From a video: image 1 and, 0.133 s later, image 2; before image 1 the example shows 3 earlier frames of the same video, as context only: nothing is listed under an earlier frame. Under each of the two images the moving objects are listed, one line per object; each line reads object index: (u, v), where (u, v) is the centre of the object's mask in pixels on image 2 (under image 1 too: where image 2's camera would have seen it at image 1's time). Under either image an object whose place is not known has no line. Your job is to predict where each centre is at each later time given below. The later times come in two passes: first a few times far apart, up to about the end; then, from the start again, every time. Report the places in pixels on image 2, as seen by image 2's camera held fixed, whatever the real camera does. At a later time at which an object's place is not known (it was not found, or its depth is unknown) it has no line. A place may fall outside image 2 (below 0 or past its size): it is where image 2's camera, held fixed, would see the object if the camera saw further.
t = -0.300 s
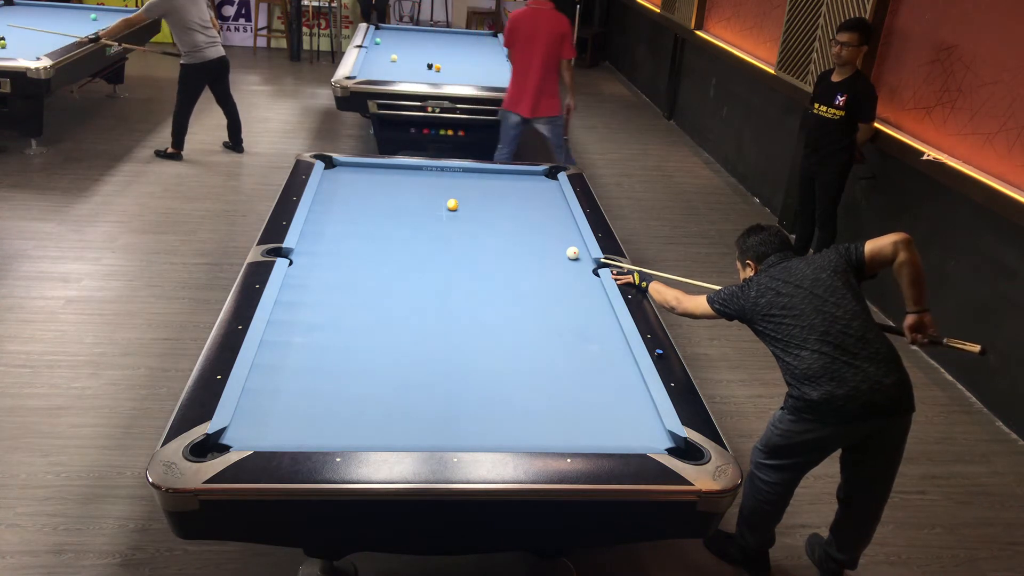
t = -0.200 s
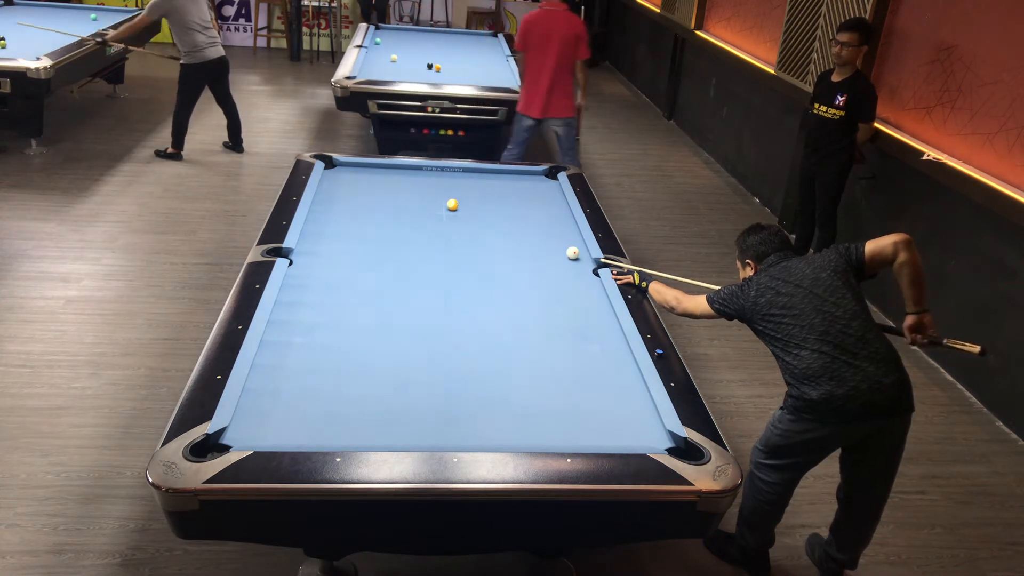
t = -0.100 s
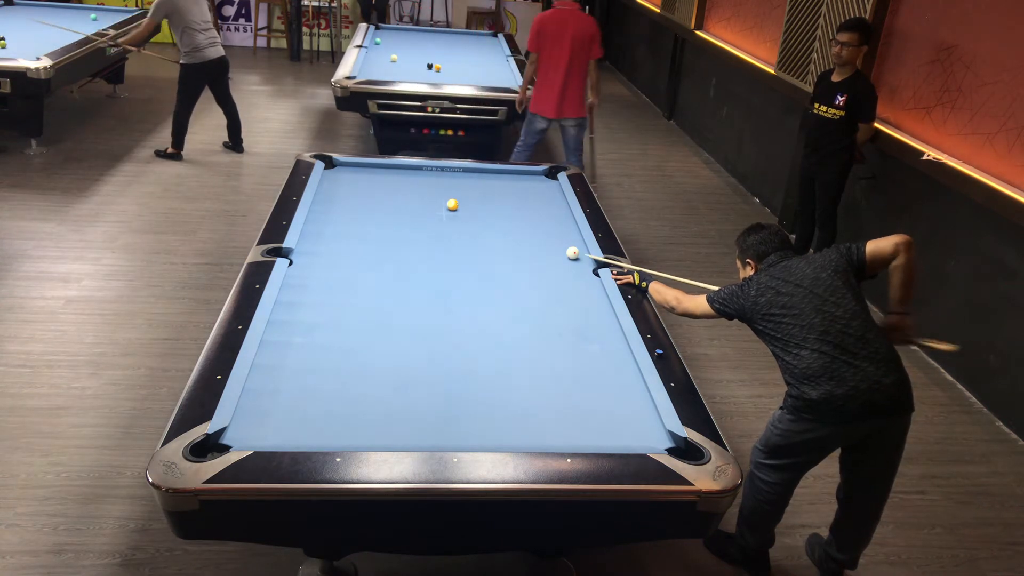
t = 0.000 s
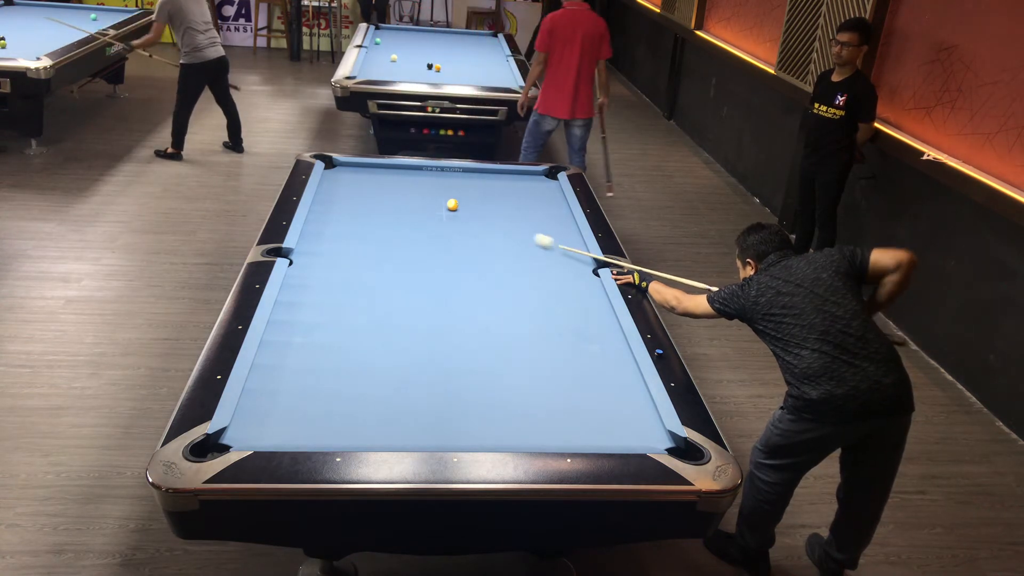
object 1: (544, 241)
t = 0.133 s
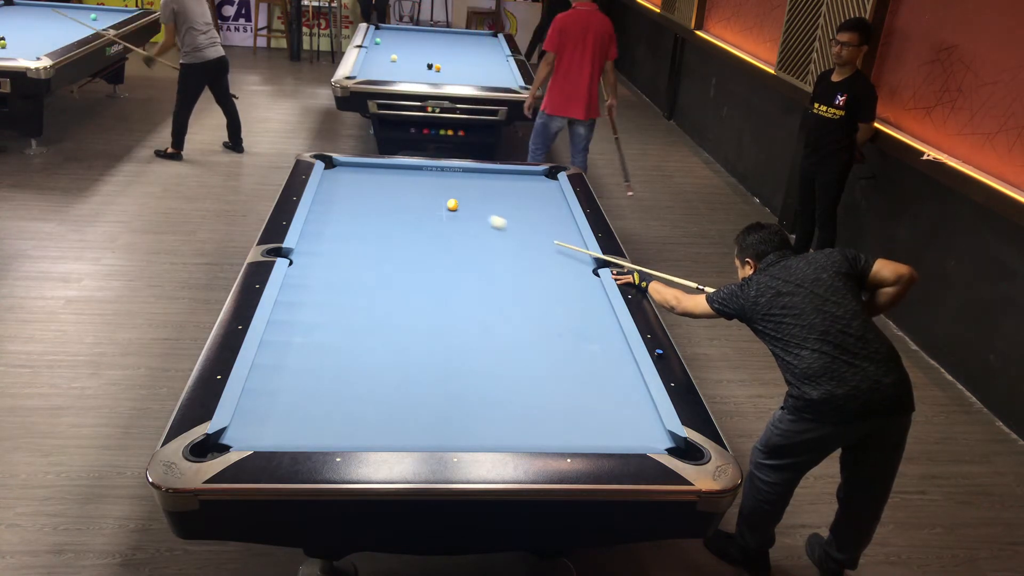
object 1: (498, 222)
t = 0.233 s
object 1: (468, 210)
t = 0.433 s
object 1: (460, 203)
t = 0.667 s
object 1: (449, 194)
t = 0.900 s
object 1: (439, 186)
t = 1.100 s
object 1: (431, 179)
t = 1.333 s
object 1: (422, 172)
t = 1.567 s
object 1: (414, 169)
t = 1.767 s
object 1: (411, 171)
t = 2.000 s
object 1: (407, 174)
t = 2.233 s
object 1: (403, 176)
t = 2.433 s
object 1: (399, 178)
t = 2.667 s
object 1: (396, 181)
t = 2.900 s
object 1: (392, 183)
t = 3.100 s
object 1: (390, 184)
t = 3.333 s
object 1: (387, 186)
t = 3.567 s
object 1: (385, 187)
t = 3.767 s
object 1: (383, 188)
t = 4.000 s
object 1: (381, 188)
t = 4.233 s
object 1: (380, 189)
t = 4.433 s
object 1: (379, 189)
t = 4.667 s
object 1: (379, 189)
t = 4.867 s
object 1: (379, 189)
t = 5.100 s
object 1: (379, 189)
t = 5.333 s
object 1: (379, 189)
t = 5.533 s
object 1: (379, 189)
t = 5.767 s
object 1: (379, 189)
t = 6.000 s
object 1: (379, 189)
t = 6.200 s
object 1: (379, 189)
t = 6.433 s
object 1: (379, 189)
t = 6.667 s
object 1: (379, 189)
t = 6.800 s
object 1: (379, 189)
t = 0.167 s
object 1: (487, 218)
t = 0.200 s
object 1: (477, 214)
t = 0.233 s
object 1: (468, 210)
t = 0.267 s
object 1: (462, 207)
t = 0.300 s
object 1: (463, 207)
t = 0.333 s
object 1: (463, 206)
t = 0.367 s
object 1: (463, 205)
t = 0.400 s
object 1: (462, 204)
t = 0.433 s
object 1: (460, 203)
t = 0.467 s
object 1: (459, 202)
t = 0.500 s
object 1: (457, 200)
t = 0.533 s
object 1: (456, 199)
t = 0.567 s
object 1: (454, 198)
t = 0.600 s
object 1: (452, 197)
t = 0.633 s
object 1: (451, 196)
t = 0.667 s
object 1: (449, 194)
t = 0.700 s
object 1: (448, 193)
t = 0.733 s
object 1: (446, 192)
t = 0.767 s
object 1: (445, 190)
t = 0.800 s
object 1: (443, 189)
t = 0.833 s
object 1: (442, 188)
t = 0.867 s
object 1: (441, 187)
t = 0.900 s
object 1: (439, 186)
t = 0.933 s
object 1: (437, 185)
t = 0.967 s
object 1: (436, 184)
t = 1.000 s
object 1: (435, 183)
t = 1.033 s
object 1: (433, 181)
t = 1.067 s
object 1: (432, 180)
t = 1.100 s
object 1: (431, 179)
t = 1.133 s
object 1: (429, 178)
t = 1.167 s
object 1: (428, 177)
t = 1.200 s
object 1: (427, 176)
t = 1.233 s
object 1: (425, 175)
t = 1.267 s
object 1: (424, 174)
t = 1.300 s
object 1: (423, 173)
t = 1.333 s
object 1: (422, 172)
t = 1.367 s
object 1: (420, 171)
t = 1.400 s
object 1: (419, 170)
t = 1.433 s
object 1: (418, 169)
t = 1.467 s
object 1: (416, 168)
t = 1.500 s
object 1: (416, 168)
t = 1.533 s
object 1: (415, 168)
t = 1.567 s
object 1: (414, 169)
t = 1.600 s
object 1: (414, 169)
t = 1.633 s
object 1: (413, 170)
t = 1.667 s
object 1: (412, 170)
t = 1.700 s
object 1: (412, 170)
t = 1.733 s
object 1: (411, 171)
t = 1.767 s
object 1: (411, 171)
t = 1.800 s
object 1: (410, 172)
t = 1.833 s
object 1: (410, 172)
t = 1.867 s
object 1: (409, 172)
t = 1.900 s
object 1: (408, 173)
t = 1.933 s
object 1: (408, 173)
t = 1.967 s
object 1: (407, 174)
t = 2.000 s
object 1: (407, 174)
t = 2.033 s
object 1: (406, 174)
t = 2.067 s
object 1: (406, 174)
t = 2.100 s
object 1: (405, 175)
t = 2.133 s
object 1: (404, 175)
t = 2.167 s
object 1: (404, 176)
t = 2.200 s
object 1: (403, 176)
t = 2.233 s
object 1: (403, 176)
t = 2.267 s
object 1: (402, 177)
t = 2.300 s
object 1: (401, 177)
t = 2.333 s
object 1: (401, 177)
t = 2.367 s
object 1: (400, 178)
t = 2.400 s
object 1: (400, 178)
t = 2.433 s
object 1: (399, 178)
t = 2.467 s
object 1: (399, 179)
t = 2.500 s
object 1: (398, 179)
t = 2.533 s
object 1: (398, 179)
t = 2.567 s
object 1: (397, 180)
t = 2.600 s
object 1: (397, 180)
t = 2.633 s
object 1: (396, 180)
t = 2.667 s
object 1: (396, 181)
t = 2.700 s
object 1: (395, 181)
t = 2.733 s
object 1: (395, 181)
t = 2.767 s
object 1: (394, 181)
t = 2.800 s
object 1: (394, 182)
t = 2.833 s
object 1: (393, 182)
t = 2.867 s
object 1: (393, 182)
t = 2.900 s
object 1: (392, 183)
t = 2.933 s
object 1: (392, 183)
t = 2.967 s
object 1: (392, 183)
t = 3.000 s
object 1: (391, 183)
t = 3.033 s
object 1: (391, 183)
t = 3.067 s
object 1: (390, 184)
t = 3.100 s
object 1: (390, 184)
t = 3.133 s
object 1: (389, 184)
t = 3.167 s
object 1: (389, 184)
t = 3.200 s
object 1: (389, 185)
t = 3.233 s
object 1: (388, 185)
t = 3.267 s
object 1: (388, 185)
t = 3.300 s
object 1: (388, 185)
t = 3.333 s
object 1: (387, 186)
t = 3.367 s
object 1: (387, 186)
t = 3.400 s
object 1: (386, 186)
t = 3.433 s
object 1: (386, 186)
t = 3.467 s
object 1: (386, 186)
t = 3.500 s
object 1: (385, 186)
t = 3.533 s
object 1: (385, 187)
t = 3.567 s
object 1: (385, 187)
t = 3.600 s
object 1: (384, 187)
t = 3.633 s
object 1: (384, 187)
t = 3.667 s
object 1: (384, 187)
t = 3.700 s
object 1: (383, 187)
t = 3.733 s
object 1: (383, 187)
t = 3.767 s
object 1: (383, 188)
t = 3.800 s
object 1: (382, 188)
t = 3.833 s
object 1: (382, 188)
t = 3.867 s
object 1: (382, 188)
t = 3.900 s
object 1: (382, 188)
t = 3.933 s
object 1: (381, 188)
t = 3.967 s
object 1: (381, 188)
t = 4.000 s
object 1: (381, 188)
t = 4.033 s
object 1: (381, 188)
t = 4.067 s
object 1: (381, 188)
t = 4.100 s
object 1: (380, 188)
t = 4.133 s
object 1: (380, 188)
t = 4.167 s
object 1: (380, 188)
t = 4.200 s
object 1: (380, 189)
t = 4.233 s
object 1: (380, 189)
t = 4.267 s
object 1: (380, 189)
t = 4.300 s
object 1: (379, 189)
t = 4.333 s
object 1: (379, 189)
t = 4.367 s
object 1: (379, 189)
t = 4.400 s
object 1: (379, 189)
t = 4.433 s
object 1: (379, 189)
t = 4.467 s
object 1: (379, 189)
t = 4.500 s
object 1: (379, 189)
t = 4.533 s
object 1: (379, 189)
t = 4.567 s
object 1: (379, 189)
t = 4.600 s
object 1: (379, 189)
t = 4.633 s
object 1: (379, 189)
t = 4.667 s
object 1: (379, 189)
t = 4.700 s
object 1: (379, 189)
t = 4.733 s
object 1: (379, 189)
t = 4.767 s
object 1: (379, 189)
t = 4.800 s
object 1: (379, 189)
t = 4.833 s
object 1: (379, 189)
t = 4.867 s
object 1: (379, 189)
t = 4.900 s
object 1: (379, 189)
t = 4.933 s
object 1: (379, 189)
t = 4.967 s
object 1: (379, 189)
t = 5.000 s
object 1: (379, 189)
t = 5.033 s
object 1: (379, 189)
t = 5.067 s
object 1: (379, 189)
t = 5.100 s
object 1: (379, 189)
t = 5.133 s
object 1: (379, 189)
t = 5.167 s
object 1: (379, 189)
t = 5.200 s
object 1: (379, 189)
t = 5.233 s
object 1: (379, 189)
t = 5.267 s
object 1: (379, 189)
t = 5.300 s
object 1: (379, 189)
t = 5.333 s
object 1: (379, 189)
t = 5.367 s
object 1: (379, 189)
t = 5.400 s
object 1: (379, 189)
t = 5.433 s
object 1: (379, 189)
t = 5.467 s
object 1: (379, 189)
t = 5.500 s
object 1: (379, 189)
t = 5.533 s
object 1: (379, 189)
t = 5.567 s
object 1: (379, 189)
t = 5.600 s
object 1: (379, 189)
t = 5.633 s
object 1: (379, 189)
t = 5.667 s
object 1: (379, 189)
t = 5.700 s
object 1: (379, 189)
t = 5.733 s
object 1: (379, 189)
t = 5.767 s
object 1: (379, 189)
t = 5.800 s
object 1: (379, 189)
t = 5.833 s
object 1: (379, 189)
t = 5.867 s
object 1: (379, 189)
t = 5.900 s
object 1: (379, 189)
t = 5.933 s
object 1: (379, 189)
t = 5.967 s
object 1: (379, 189)
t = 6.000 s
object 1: (379, 189)
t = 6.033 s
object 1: (379, 189)
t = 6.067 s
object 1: (379, 189)
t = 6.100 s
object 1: (379, 189)
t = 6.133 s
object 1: (379, 189)
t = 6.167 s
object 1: (379, 189)
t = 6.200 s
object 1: (379, 189)
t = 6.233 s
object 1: (379, 189)
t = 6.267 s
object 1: (379, 189)
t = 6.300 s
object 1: (379, 189)
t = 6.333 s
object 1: (379, 189)
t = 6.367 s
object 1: (379, 189)
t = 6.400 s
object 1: (379, 189)
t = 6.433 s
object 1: (379, 189)
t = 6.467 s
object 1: (379, 189)
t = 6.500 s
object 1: (379, 189)
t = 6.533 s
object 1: (379, 189)
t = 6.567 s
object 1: (379, 189)
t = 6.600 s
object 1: (379, 189)
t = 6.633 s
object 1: (379, 189)
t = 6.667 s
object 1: (379, 189)
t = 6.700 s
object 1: (379, 189)
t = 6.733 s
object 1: (379, 189)
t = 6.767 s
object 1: (379, 189)
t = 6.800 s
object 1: (379, 189)
